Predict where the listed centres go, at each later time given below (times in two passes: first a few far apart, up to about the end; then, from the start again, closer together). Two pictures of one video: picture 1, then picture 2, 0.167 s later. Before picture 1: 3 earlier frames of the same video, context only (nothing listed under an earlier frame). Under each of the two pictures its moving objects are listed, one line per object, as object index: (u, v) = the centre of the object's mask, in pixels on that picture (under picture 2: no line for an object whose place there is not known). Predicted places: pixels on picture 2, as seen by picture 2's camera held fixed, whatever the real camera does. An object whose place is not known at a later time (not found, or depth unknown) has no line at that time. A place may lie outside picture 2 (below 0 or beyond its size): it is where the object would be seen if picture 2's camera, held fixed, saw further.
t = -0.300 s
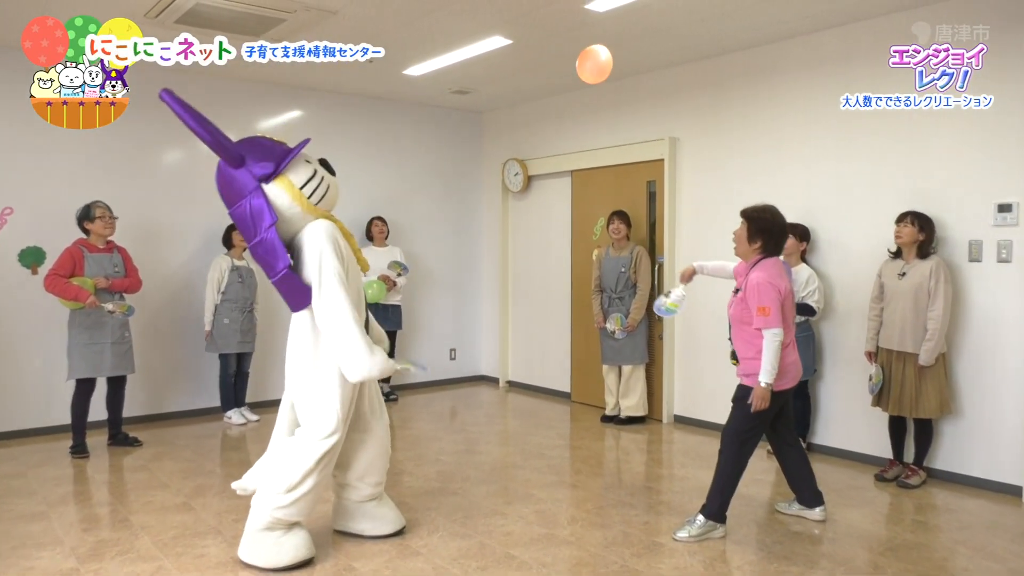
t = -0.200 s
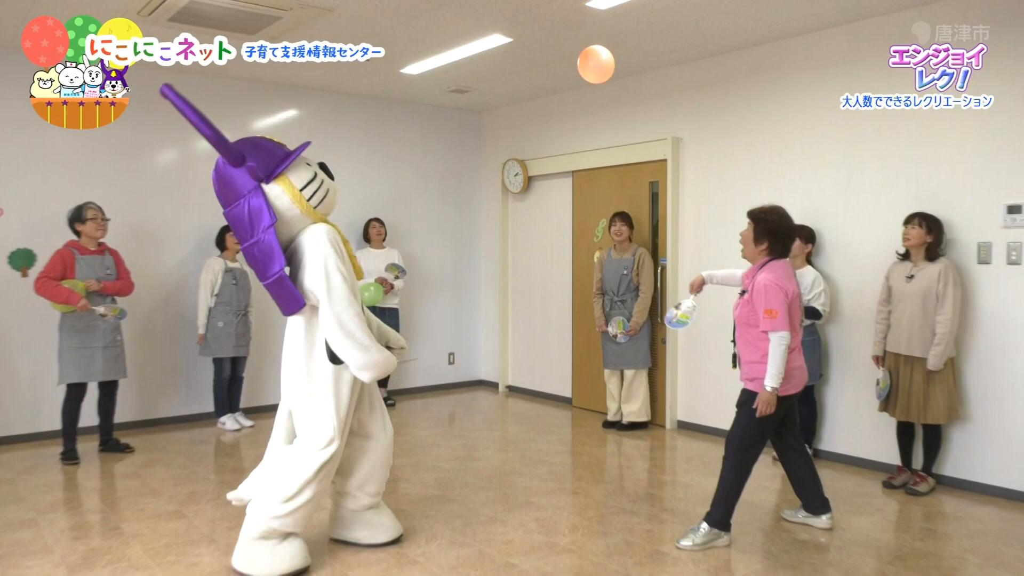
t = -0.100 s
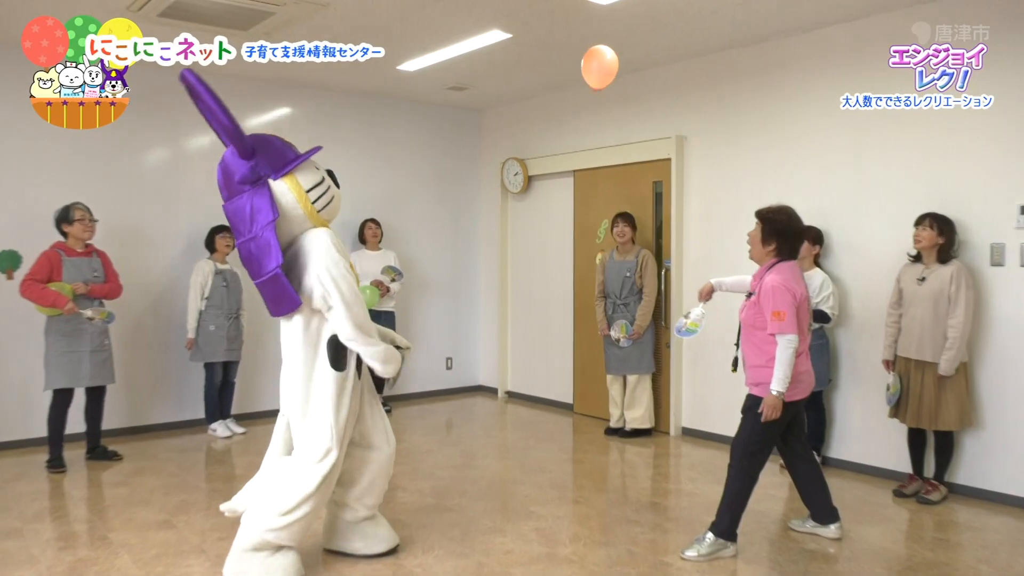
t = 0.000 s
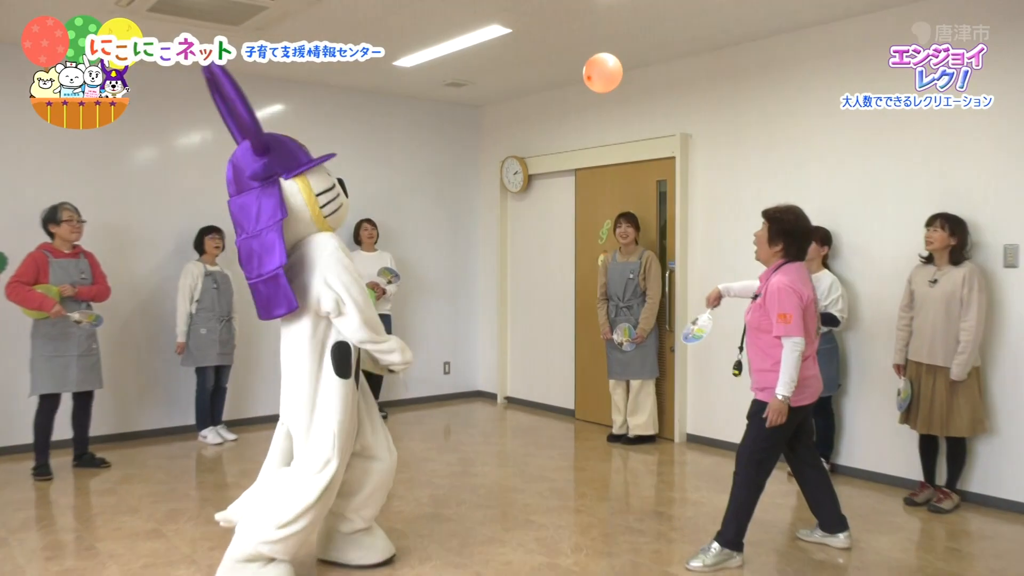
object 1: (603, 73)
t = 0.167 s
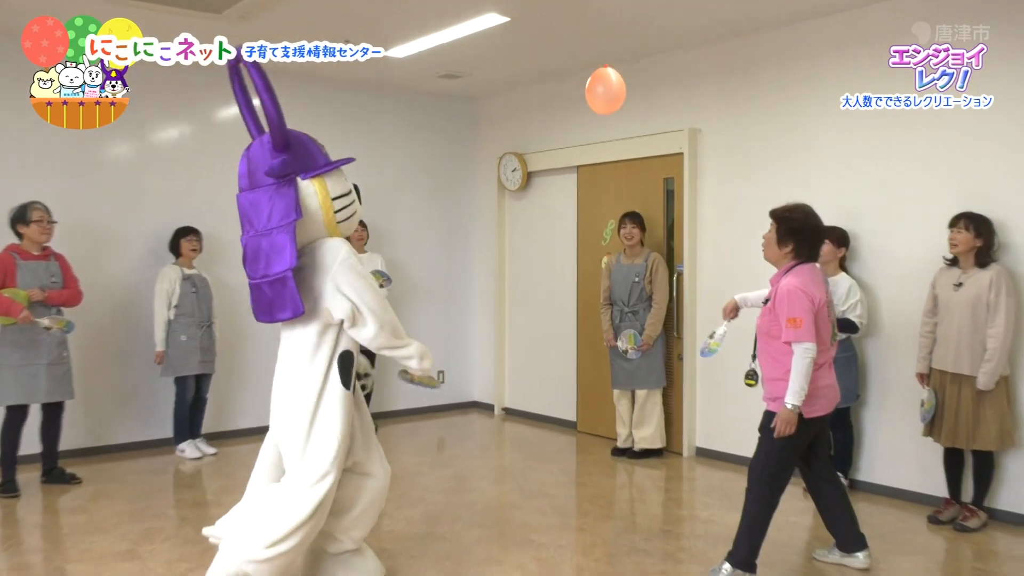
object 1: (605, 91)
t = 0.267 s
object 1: (605, 111)
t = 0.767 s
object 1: (594, 256)
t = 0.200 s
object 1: (605, 97)
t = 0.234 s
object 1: (605, 104)
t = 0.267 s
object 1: (605, 111)
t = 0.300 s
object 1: (604, 119)
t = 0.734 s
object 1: (596, 246)
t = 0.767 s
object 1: (594, 256)
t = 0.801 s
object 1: (593, 265)
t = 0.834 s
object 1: (591, 275)
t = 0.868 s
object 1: (589, 285)
